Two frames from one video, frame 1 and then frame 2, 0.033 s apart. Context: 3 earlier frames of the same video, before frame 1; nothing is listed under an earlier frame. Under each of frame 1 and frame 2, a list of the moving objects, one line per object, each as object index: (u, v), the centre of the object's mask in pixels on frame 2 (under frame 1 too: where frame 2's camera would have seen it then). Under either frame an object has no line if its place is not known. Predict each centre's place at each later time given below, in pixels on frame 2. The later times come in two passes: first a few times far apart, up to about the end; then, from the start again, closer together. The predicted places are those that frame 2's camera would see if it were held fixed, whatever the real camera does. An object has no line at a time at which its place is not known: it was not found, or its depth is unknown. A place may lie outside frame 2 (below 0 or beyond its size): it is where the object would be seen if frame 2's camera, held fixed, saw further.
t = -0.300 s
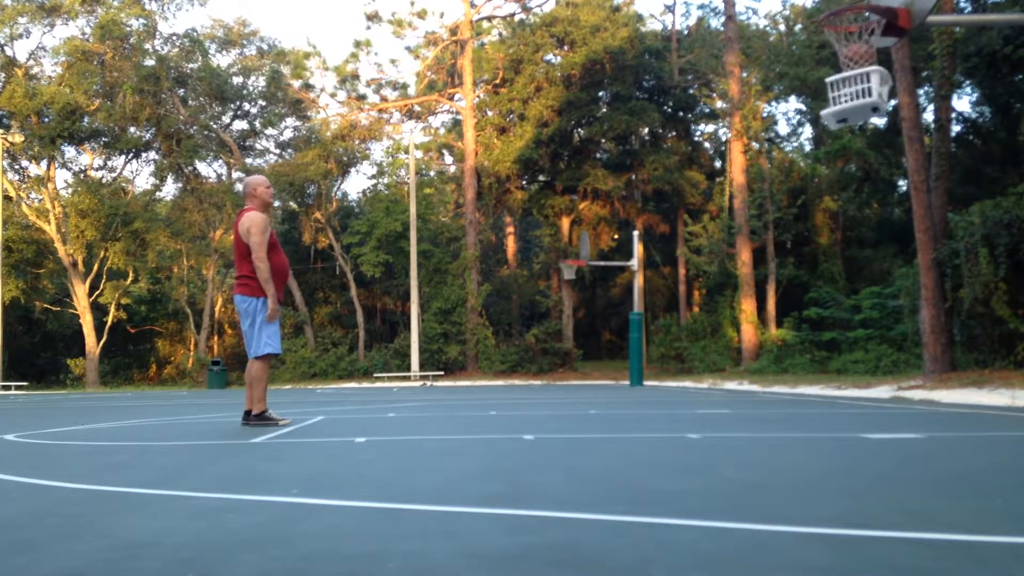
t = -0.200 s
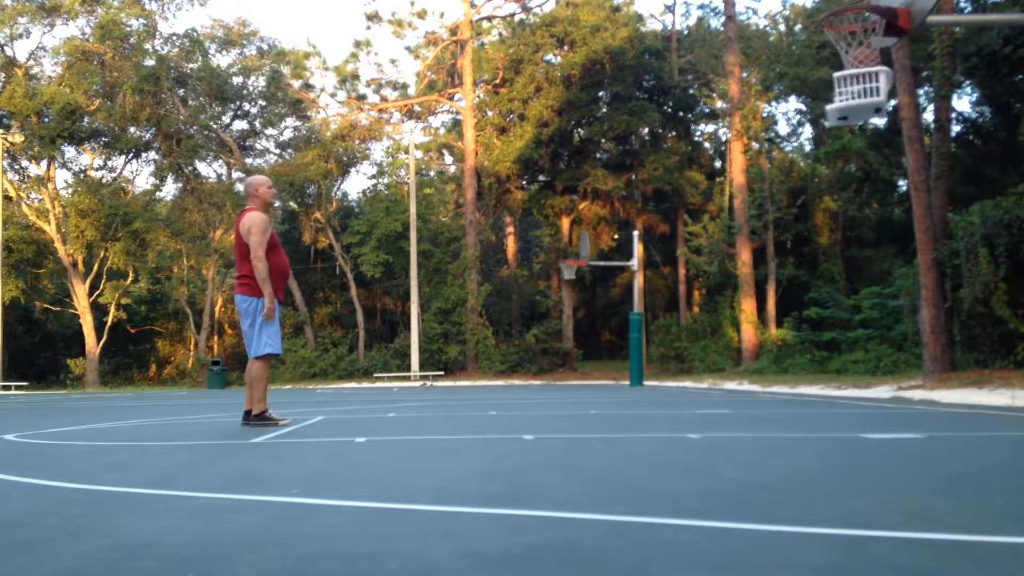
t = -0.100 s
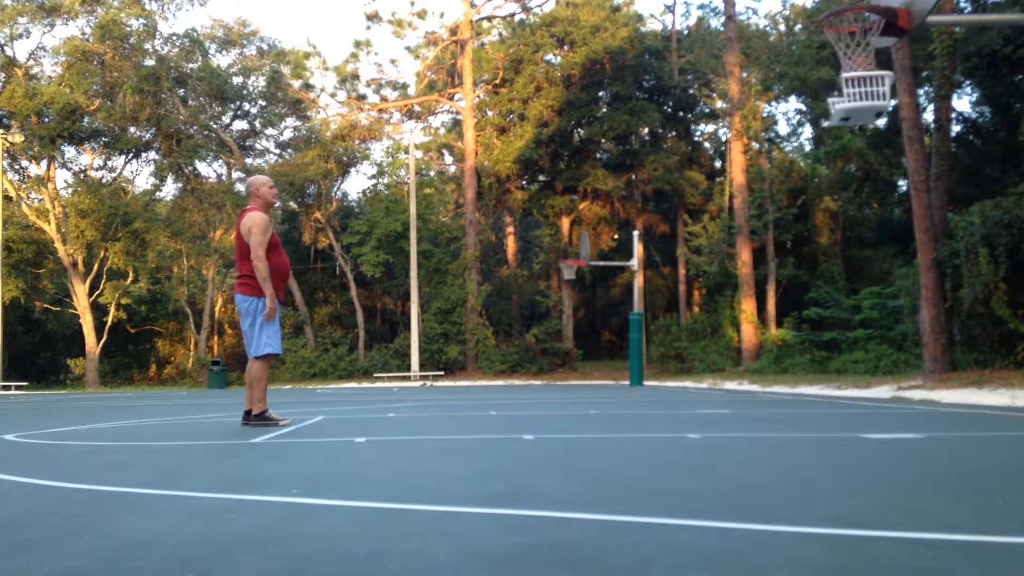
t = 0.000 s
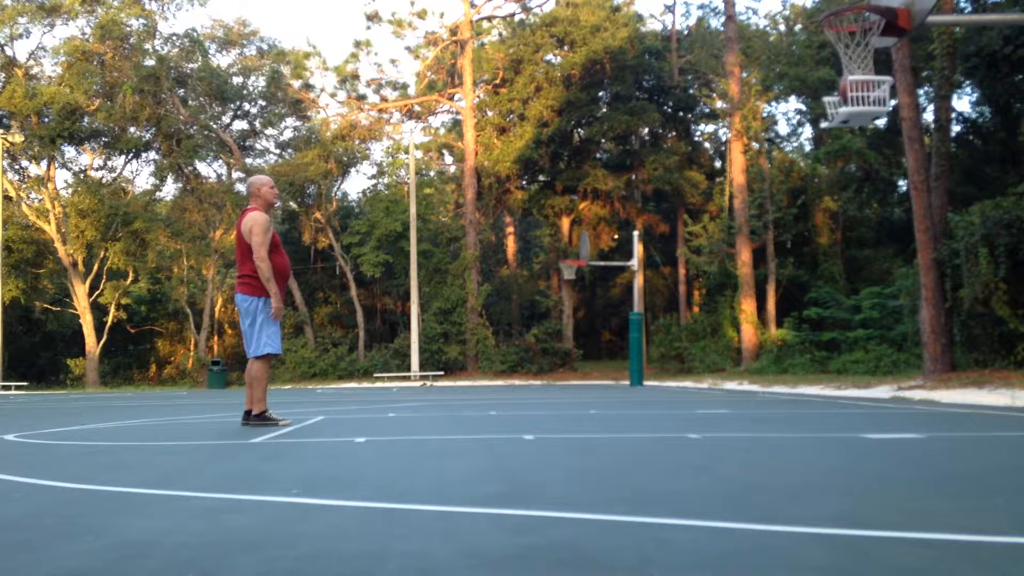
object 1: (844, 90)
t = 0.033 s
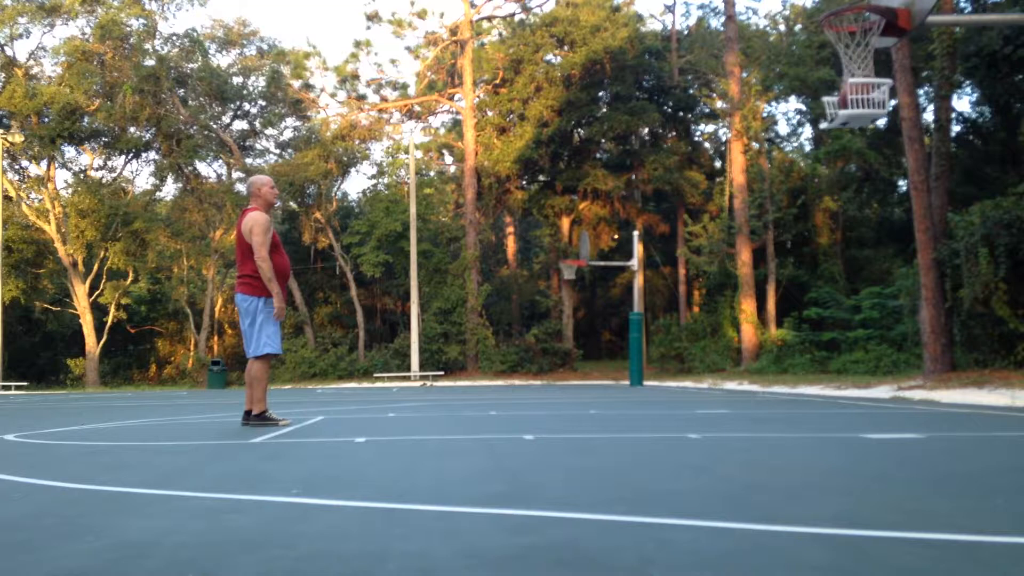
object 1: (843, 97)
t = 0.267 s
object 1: (830, 106)
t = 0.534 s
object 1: (817, 121)
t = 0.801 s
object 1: (794, 188)
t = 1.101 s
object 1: (771, 379)
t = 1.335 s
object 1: (740, 310)
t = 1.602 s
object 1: (704, 265)
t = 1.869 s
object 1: (669, 309)
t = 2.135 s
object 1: (638, 378)
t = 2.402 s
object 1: (608, 325)
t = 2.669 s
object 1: (579, 364)
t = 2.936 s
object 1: (550, 367)
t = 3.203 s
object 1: (521, 377)
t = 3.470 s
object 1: (491, 379)
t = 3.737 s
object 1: (461, 404)
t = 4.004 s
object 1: (432, 398)
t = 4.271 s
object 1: (405, 400)
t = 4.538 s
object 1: (376, 407)
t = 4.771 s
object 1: (351, 405)
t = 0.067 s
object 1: (842, 102)
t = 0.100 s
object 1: (840, 106)
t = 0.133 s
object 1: (838, 106)
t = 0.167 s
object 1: (837, 105)
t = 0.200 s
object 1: (834, 106)
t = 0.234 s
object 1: (831, 106)
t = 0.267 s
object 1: (830, 106)
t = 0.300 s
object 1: (827, 108)
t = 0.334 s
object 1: (826, 109)
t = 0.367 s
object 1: (825, 109)
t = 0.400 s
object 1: (824, 109)
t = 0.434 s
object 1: (824, 112)
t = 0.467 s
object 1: (822, 114)
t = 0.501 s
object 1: (820, 117)
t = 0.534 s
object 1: (817, 121)
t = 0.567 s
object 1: (815, 125)
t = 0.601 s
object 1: (812, 129)
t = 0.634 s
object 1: (809, 136)
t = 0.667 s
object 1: (806, 144)
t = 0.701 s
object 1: (802, 154)
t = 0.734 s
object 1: (799, 164)
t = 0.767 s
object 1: (796, 174)
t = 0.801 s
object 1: (794, 188)
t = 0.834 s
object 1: (790, 203)
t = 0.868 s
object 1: (788, 221)
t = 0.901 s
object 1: (785, 238)
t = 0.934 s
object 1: (782, 257)
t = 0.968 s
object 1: (780, 279)
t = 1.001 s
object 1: (777, 302)
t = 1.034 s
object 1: (775, 326)
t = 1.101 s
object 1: (771, 379)
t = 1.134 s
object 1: (768, 404)
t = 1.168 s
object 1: (764, 384)
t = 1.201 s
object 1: (758, 366)
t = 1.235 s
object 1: (754, 351)
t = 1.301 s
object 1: (744, 323)
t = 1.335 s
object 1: (740, 310)
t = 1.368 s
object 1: (735, 299)
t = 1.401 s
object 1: (730, 290)
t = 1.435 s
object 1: (726, 282)
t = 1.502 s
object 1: (717, 271)
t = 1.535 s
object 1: (714, 268)
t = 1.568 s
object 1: (708, 265)
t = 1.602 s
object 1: (704, 265)
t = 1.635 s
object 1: (700, 265)
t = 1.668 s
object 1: (695, 267)
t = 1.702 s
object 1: (691, 270)
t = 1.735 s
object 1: (687, 275)
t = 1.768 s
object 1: (683, 281)
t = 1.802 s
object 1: (679, 289)
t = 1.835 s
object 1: (674, 299)
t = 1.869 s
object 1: (669, 309)
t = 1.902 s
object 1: (665, 322)
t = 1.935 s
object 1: (661, 335)
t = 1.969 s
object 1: (657, 351)
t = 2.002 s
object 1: (654, 368)
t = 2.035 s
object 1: (650, 386)
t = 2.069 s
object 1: (646, 404)
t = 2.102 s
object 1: (642, 391)
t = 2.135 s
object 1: (638, 378)
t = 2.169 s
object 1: (634, 366)
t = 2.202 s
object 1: (630, 357)
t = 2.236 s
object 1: (626, 348)
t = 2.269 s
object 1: (623, 341)
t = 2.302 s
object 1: (618, 335)
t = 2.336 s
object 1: (615, 330)
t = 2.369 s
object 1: (612, 327)
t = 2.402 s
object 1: (608, 325)
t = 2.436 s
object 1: (604, 325)
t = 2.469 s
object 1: (601, 326)
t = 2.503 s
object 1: (598, 329)
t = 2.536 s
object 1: (593, 332)
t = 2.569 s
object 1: (589, 338)
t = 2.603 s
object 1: (587, 346)
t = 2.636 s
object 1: (583, 355)
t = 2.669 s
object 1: (579, 364)
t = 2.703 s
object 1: (576, 376)
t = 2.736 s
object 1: (572, 390)
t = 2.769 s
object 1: (569, 405)
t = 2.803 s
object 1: (565, 397)
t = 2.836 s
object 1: (561, 386)
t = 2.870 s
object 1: (557, 378)
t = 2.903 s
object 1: (554, 372)
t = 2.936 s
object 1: (550, 367)
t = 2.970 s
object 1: (546, 363)
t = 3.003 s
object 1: (542, 361)
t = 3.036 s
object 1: (538, 360)
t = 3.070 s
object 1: (535, 361)
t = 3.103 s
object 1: (531, 362)
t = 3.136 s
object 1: (527, 366)
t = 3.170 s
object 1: (524, 371)
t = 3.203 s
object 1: (521, 377)
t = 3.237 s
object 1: (517, 385)
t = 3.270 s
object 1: (513, 394)
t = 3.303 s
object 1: (510, 405)
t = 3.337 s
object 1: (506, 399)
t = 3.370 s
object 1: (502, 392)
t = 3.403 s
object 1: (499, 386)
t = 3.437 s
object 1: (495, 382)
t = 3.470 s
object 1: (491, 379)
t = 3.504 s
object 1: (488, 378)
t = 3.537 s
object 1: (484, 378)
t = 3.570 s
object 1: (480, 380)
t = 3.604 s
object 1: (477, 384)
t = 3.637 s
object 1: (473, 388)
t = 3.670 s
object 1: (469, 394)
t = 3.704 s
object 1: (465, 402)
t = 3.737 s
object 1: (461, 404)
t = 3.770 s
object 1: (458, 398)
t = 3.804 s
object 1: (454, 394)
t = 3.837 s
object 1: (450, 390)
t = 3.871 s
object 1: (447, 389)
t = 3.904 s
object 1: (443, 389)
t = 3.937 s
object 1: (440, 391)
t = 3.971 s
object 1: (436, 393)
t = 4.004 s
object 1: (432, 398)
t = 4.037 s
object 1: (428, 403)
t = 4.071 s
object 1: (425, 403)
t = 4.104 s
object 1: (421, 400)
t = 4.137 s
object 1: (418, 396)
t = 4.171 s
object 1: (415, 395)
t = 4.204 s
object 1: (411, 396)
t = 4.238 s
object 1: (408, 397)
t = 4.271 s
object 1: (405, 400)
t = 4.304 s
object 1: (401, 404)
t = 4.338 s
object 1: (398, 405)
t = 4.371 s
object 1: (394, 402)
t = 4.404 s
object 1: (391, 400)
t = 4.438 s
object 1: (387, 400)
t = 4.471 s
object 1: (383, 401)
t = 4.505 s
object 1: (380, 404)
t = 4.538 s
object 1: (376, 407)
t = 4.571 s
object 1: (373, 405)
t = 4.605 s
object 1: (369, 402)
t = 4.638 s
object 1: (365, 403)
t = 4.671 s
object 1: (362, 403)
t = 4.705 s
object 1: (358, 406)
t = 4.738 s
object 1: (354, 406)
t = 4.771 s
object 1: (351, 405)
